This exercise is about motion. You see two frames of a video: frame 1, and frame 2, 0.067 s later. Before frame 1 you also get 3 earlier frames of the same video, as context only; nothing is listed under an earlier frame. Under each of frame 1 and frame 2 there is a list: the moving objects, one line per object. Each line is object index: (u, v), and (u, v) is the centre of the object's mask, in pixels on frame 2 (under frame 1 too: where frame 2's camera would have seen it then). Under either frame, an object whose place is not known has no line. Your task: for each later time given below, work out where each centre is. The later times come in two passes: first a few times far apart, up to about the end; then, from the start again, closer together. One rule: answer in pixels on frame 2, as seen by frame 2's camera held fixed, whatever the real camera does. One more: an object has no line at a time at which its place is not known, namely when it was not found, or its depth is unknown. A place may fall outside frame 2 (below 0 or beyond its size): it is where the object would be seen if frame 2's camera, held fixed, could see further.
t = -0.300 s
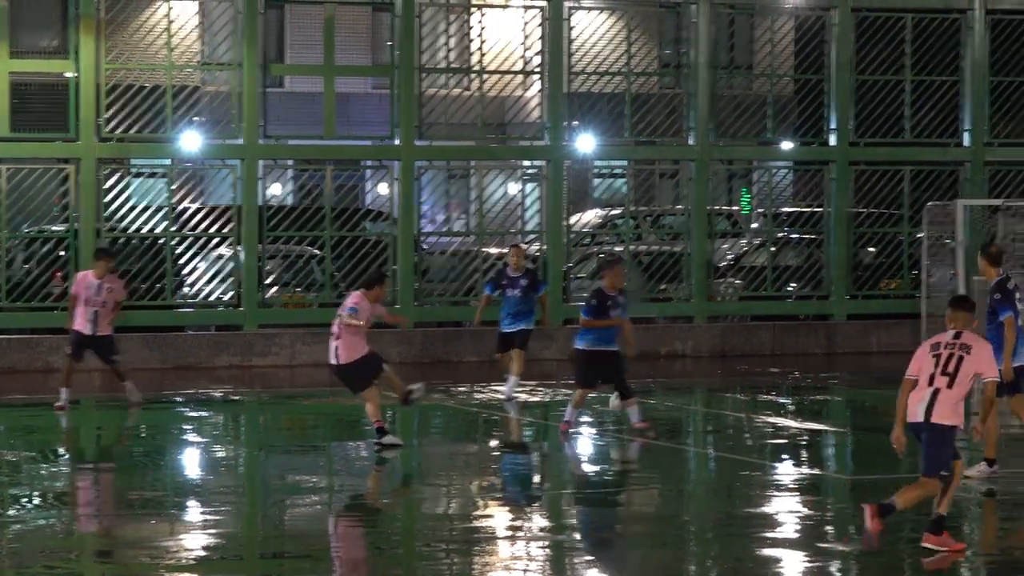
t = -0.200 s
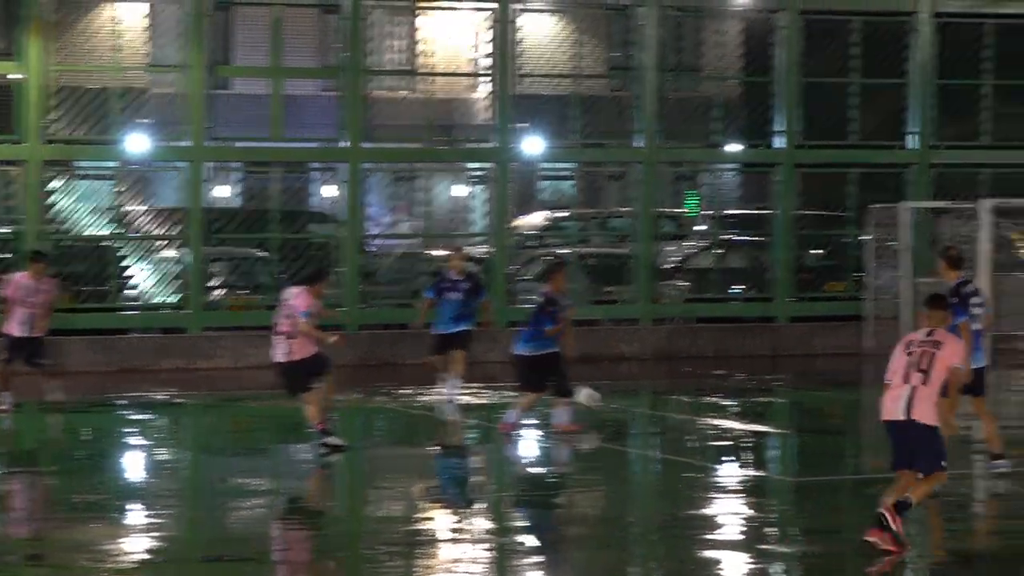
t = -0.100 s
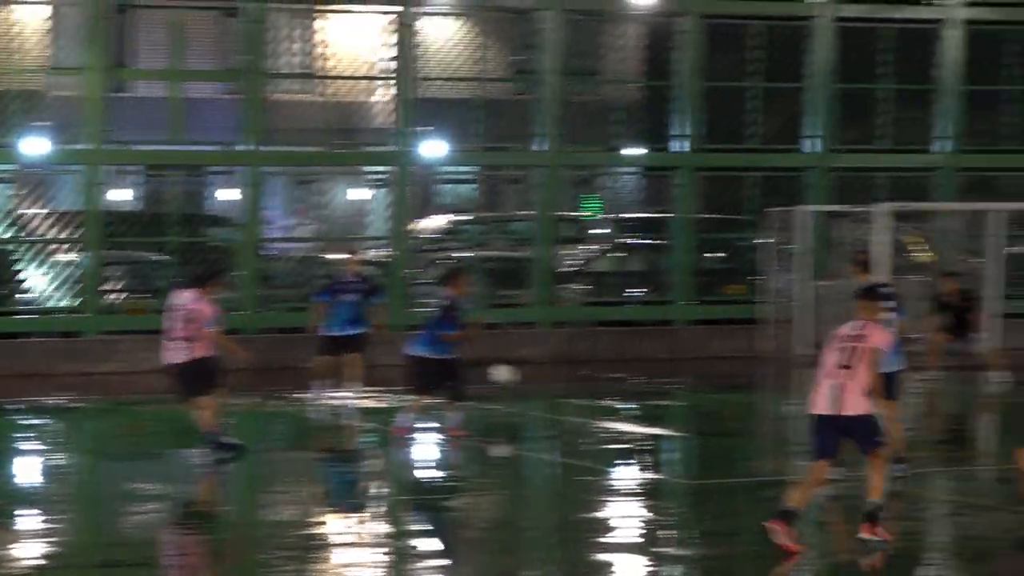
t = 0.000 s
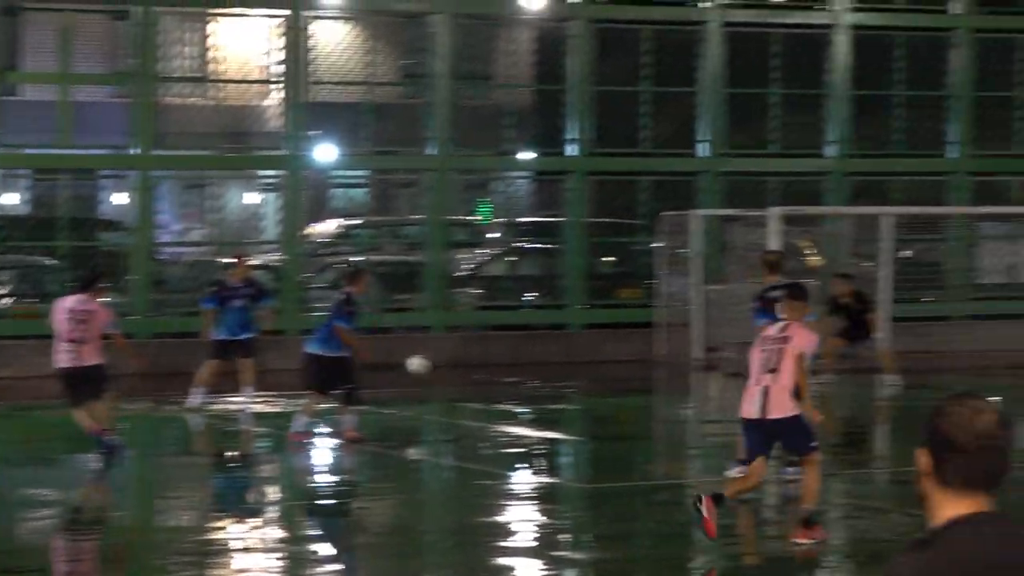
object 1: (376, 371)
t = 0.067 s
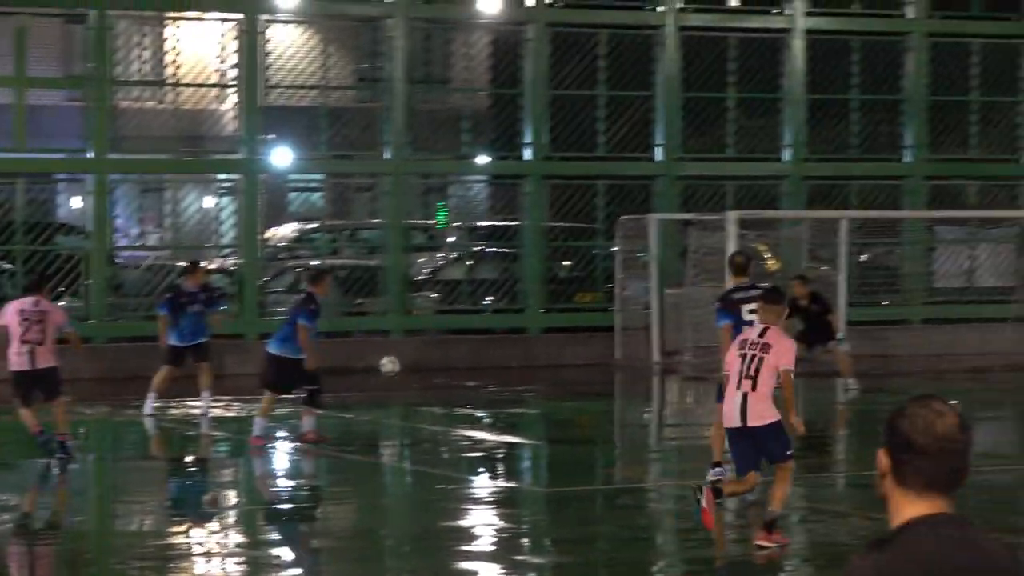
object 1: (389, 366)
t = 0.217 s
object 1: (420, 371)
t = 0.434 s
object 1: (458, 363)
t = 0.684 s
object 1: (500, 363)
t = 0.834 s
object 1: (522, 352)
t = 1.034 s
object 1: (597, 360)
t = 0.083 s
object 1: (394, 365)
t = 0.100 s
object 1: (398, 365)
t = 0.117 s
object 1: (402, 365)
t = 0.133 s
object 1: (406, 366)
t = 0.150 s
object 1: (408, 366)
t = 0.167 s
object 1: (411, 367)
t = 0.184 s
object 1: (414, 368)
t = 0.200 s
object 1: (417, 369)
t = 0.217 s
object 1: (420, 371)
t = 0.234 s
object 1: (423, 373)
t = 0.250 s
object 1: (426, 375)
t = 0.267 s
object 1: (429, 377)
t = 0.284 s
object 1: (433, 380)
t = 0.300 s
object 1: (435, 382)
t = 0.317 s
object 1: (438, 382)
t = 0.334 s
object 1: (441, 378)
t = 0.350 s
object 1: (444, 376)
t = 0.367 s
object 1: (447, 372)
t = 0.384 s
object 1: (449, 369)
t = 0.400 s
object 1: (452, 367)
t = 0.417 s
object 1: (454, 365)
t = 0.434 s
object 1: (458, 363)
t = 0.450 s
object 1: (461, 362)
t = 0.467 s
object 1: (464, 360)
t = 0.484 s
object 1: (466, 359)
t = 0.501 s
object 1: (469, 359)
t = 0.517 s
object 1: (472, 358)
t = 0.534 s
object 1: (475, 357)
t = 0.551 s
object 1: (477, 357)
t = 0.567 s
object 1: (480, 357)
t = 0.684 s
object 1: (500, 363)
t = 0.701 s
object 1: (503, 363)
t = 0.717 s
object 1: (505, 360)
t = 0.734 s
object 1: (508, 359)
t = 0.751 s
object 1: (510, 357)
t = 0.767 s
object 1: (513, 356)
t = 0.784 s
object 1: (515, 355)
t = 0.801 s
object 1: (518, 354)
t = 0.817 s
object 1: (520, 353)
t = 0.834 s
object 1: (522, 352)
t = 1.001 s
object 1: (584, 357)
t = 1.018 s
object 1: (592, 359)
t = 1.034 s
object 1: (597, 360)
